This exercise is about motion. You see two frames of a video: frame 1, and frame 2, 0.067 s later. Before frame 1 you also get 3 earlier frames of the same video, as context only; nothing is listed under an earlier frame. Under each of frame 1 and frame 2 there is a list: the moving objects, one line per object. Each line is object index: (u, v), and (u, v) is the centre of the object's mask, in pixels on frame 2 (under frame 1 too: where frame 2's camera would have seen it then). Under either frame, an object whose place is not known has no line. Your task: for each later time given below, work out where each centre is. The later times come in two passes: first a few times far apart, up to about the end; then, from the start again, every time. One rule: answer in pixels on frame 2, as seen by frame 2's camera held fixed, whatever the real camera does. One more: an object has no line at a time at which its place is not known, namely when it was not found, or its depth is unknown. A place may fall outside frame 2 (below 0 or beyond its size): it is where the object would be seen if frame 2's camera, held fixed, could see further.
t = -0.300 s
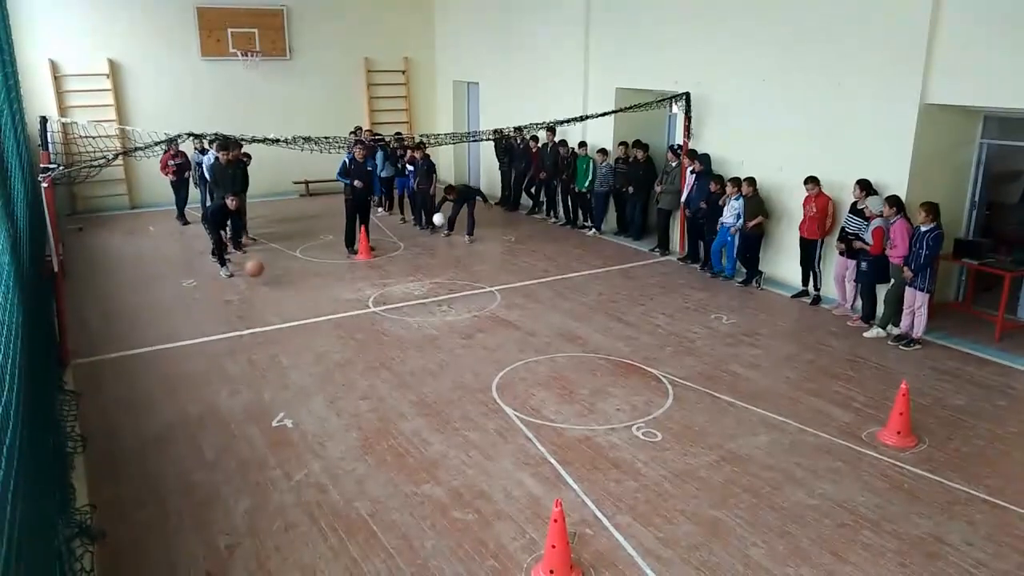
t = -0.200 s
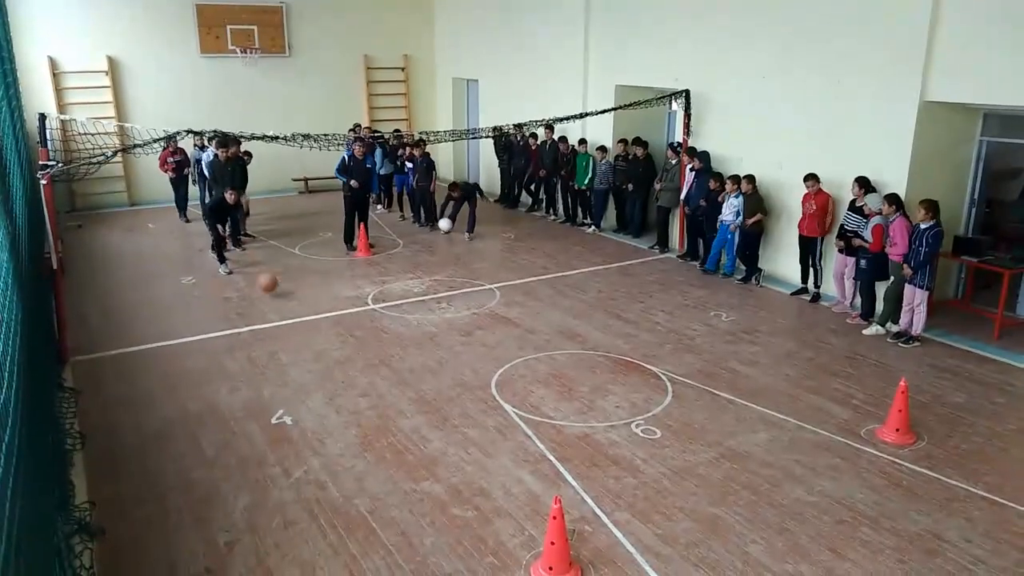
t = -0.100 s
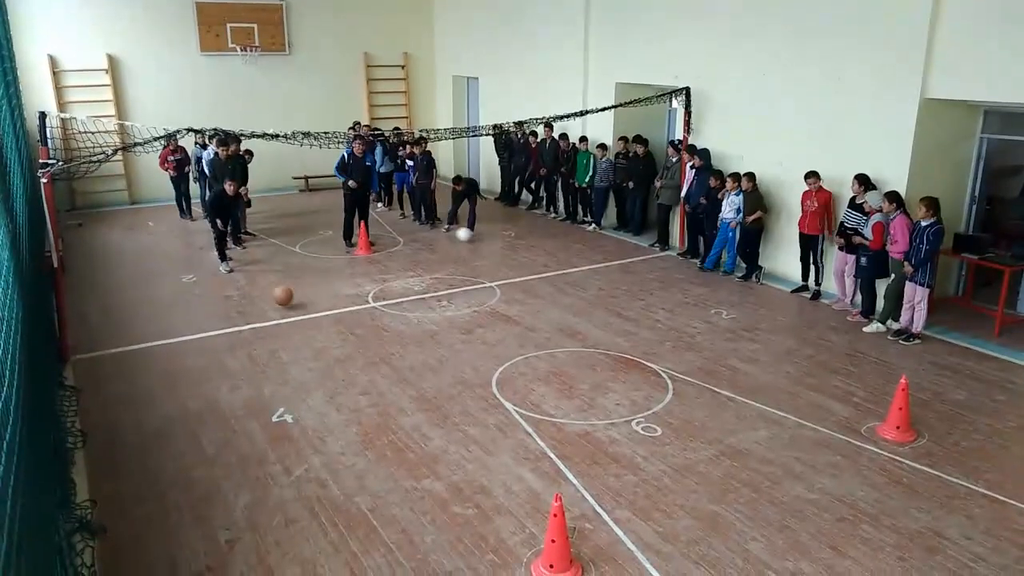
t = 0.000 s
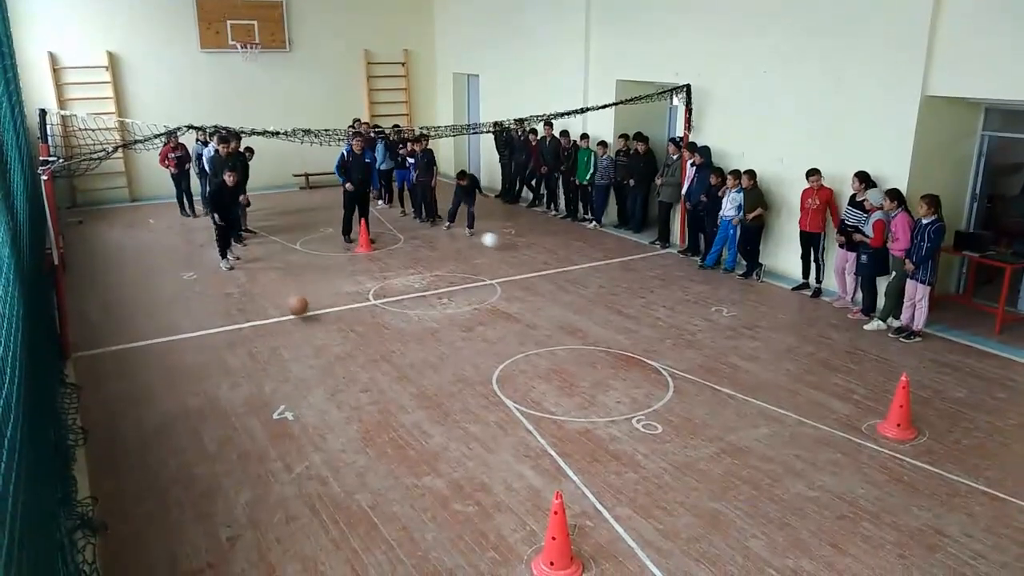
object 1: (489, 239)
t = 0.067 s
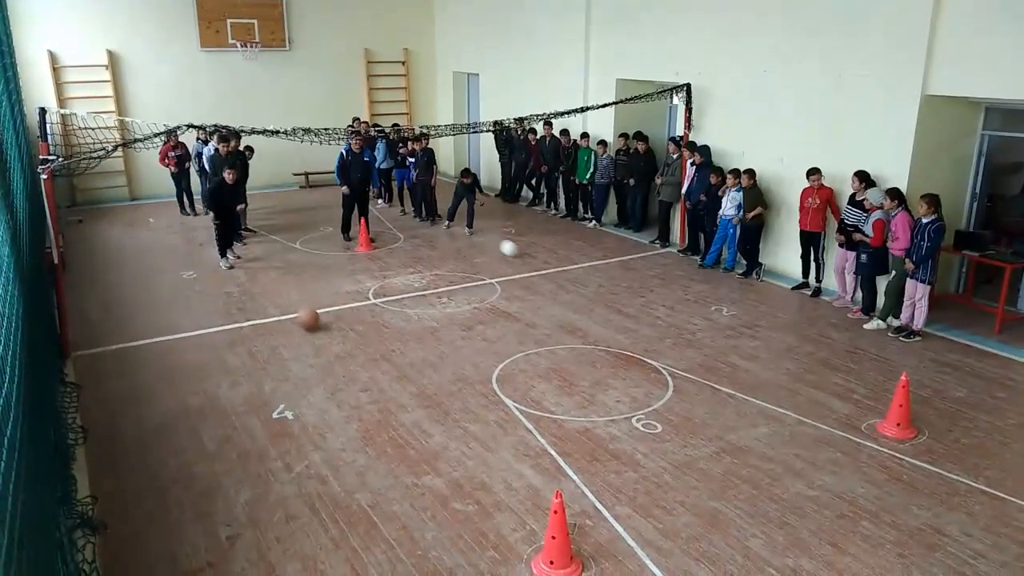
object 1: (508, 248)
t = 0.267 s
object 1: (565, 266)
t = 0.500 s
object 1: (636, 292)
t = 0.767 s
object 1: (732, 327)
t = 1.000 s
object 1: (839, 362)
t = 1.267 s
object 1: (994, 416)
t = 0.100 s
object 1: (518, 253)
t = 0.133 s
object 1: (527, 255)
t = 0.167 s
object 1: (536, 256)
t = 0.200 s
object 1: (545, 259)
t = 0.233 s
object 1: (555, 262)
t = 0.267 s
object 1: (565, 266)
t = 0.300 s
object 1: (575, 273)
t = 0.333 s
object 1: (585, 276)
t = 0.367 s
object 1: (594, 277)
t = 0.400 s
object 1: (604, 279)
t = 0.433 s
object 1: (615, 283)
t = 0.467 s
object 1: (625, 287)
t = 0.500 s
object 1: (636, 292)
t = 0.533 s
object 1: (647, 298)
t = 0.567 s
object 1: (659, 301)
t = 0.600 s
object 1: (669, 303)
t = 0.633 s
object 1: (681, 305)
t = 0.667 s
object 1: (694, 309)
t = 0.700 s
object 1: (706, 315)
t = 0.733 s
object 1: (718, 321)
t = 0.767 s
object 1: (732, 327)
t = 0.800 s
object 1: (745, 331)
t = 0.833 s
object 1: (760, 335)
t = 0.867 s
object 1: (775, 340)
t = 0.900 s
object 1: (790, 346)
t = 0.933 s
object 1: (806, 353)
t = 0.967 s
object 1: (823, 357)
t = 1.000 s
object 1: (839, 362)
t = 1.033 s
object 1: (856, 368)
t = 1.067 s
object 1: (873, 374)
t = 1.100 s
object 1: (887, 381)
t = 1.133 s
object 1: (919, 388)
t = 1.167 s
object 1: (930, 392)
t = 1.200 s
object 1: (951, 398)
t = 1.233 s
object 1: (972, 407)
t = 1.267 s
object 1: (994, 416)
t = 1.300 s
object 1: (1011, 425)
